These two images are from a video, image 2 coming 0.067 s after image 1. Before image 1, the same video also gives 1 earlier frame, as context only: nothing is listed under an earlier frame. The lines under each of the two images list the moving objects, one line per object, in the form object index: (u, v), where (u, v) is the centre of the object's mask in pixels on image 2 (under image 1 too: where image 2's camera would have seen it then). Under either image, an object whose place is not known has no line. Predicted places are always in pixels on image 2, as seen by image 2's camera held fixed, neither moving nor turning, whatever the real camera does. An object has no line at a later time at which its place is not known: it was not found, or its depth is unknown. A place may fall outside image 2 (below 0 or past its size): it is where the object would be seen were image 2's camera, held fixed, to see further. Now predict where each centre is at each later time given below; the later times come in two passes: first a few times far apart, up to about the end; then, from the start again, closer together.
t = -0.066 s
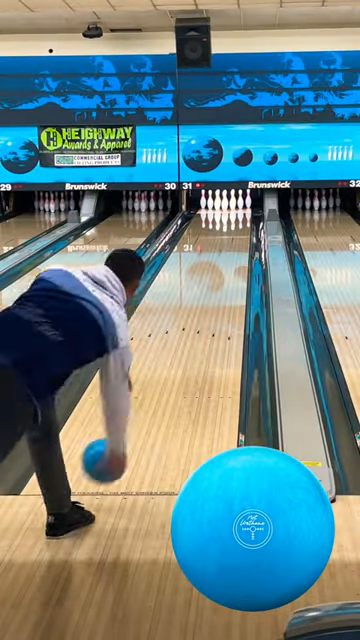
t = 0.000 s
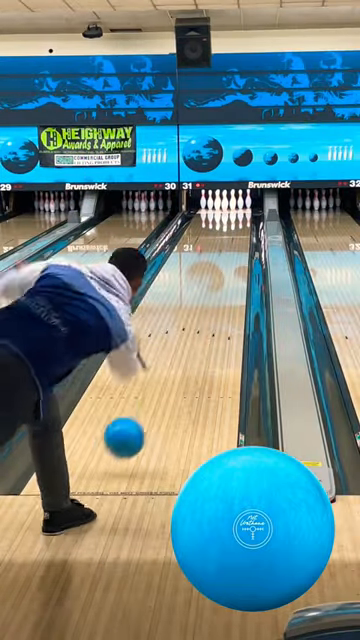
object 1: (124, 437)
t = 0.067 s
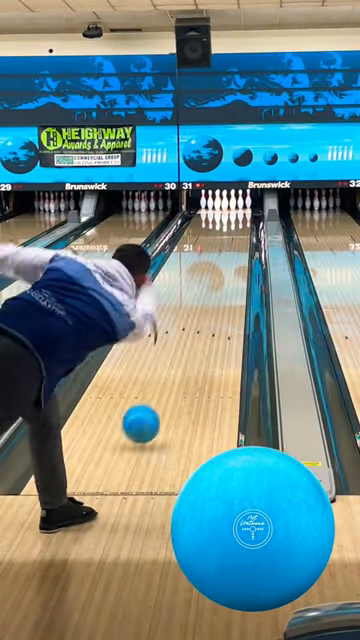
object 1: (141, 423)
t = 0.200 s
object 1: (167, 388)
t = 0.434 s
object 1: (197, 334)
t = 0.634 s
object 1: (214, 304)
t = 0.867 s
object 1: (228, 277)
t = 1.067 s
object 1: (236, 260)
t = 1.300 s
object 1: (240, 244)
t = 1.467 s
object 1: (242, 236)
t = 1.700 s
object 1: (241, 227)
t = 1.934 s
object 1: (238, 218)
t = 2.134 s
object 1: (233, 211)
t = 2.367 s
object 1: (227, 205)
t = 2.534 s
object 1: (223, 203)
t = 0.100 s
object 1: (148, 419)
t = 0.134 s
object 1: (155, 407)
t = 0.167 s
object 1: (161, 397)
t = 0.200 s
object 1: (167, 388)
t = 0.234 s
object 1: (172, 379)
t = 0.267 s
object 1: (177, 370)
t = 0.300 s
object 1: (181, 362)
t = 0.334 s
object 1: (185, 354)
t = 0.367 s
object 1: (190, 347)
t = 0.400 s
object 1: (194, 342)
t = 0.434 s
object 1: (197, 334)
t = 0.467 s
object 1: (200, 329)
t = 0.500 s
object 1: (203, 323)
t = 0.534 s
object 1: (206, 318)
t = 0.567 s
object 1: (209, 313)
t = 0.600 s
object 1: (211, 308)
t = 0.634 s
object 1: (214, 304)
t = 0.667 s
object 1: (216, 299)
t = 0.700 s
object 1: (219, 295)
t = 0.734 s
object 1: (221, 291)
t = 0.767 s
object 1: (223, 288)
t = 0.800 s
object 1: (225, 284)
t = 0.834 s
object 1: (227, 280)
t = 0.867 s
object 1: (228, 277)
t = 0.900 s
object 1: (230, 274)
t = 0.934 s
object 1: (231, 271)
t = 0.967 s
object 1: (232, 268)
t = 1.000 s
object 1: (234, 265)
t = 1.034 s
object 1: (235, 263)
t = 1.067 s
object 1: (236, 260)
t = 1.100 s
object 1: (237, 258)
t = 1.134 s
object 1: (237, 256)
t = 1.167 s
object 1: (238, 253)
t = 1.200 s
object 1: (239, 250)
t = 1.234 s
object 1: (239, 249)
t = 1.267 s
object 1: (239, 247)
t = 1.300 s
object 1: (240, 244)
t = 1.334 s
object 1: (240, 243)
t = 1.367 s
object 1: (241, 241)
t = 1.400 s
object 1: (241, 239)
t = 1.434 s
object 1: (241, 238)
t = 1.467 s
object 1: (242, 236)
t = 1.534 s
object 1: (241, 234)
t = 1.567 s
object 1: (241, 233)
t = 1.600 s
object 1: (241, 231)
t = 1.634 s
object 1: (242, 230)
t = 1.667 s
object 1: (241, 228)
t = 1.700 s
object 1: (241, 227)
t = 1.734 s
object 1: (241, 225)
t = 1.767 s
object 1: (240, 224)
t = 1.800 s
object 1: (240, 222)
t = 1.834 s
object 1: (240, 221)
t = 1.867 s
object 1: (240, 221)
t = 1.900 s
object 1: (239, 219)
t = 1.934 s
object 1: (238, 218)
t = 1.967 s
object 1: (237, 217)
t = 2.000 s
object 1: (236, 216)
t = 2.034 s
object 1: (235, 215)
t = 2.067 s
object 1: (234, 214)
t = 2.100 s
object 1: (233, 213)
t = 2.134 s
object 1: (233, 211)
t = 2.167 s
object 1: (232, 211)
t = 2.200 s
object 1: (231, 209)
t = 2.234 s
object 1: (230, 209)
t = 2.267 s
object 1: (229, 208)
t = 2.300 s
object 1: (228, 207)
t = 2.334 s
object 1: (227, 206)
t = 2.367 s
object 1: (227, 205)
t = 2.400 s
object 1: (227, 205)
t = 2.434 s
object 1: (226, 204)
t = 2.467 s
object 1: (224, 204)
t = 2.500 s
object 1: (224, 203)
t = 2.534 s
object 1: (223, 203)
